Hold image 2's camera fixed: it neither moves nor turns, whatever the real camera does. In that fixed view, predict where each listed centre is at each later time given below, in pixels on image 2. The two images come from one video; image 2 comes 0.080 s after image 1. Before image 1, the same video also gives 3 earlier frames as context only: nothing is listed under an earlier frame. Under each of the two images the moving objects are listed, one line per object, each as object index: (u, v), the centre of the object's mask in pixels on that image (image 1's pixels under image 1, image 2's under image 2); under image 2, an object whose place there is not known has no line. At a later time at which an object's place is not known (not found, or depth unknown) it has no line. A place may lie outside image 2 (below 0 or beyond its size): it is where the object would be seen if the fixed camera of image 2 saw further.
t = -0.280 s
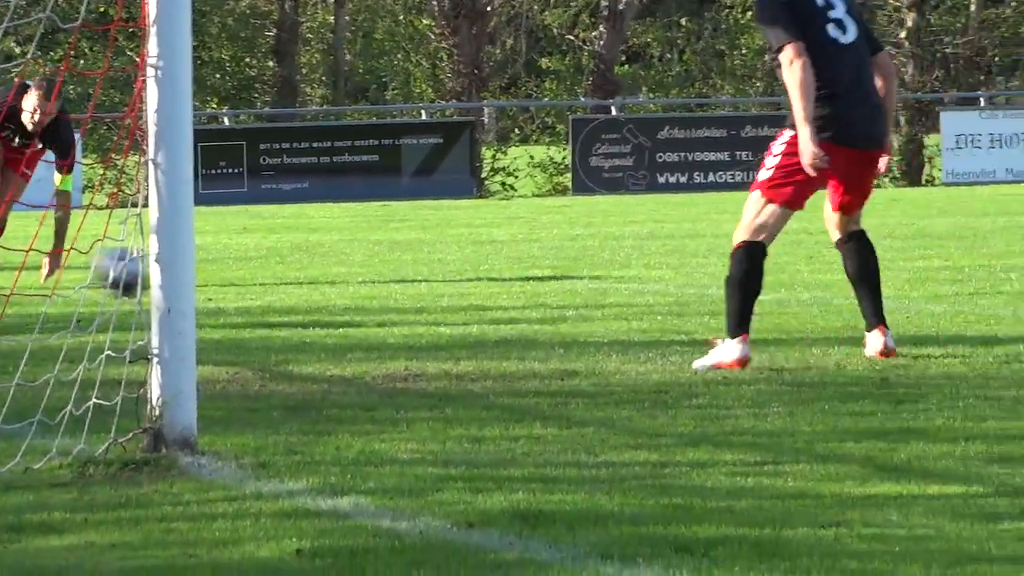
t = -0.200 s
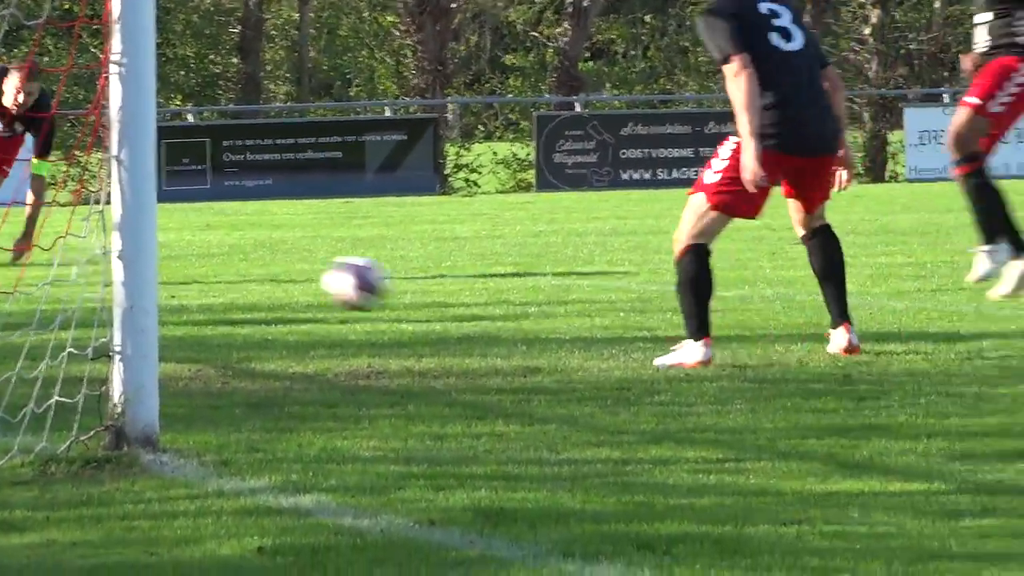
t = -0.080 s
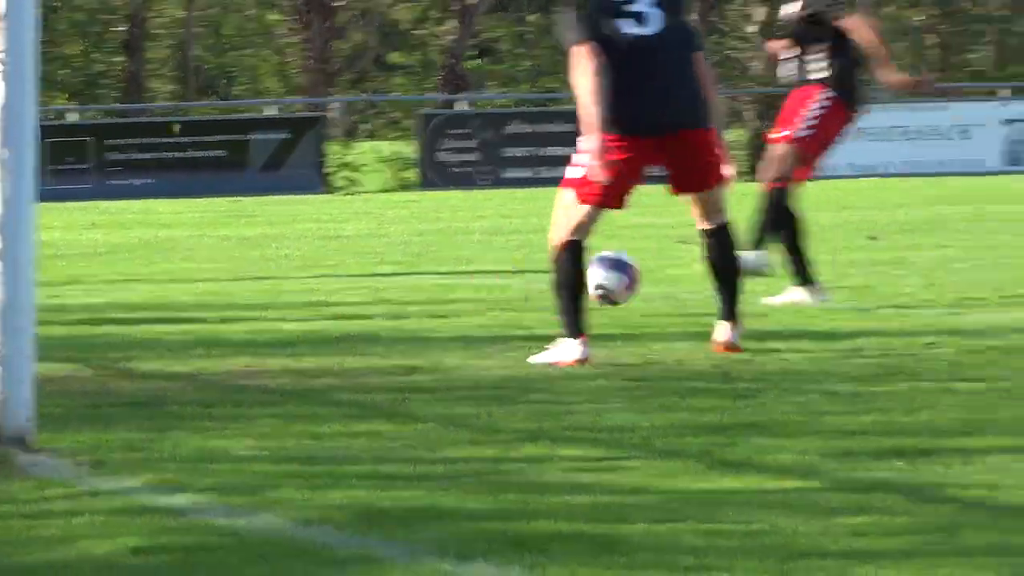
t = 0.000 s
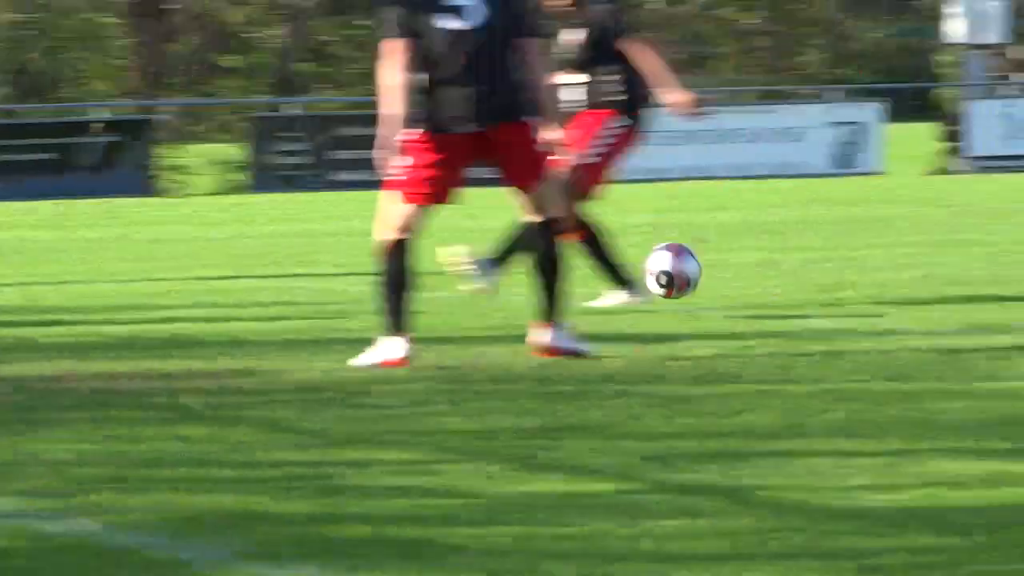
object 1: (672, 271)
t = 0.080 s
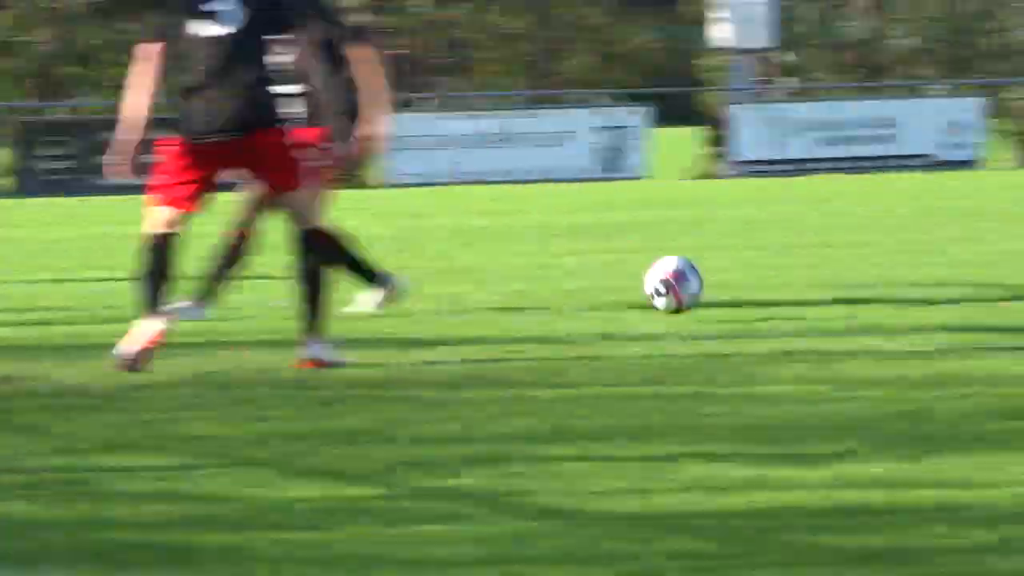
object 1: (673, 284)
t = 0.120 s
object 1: (794, 295)
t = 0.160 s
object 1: (896, 291)
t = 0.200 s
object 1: (998, 278)
